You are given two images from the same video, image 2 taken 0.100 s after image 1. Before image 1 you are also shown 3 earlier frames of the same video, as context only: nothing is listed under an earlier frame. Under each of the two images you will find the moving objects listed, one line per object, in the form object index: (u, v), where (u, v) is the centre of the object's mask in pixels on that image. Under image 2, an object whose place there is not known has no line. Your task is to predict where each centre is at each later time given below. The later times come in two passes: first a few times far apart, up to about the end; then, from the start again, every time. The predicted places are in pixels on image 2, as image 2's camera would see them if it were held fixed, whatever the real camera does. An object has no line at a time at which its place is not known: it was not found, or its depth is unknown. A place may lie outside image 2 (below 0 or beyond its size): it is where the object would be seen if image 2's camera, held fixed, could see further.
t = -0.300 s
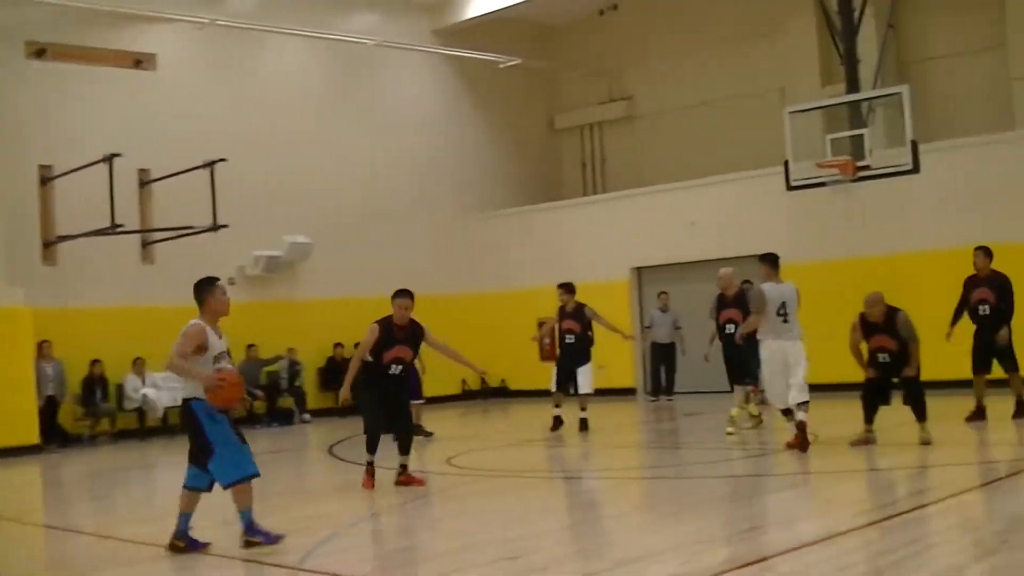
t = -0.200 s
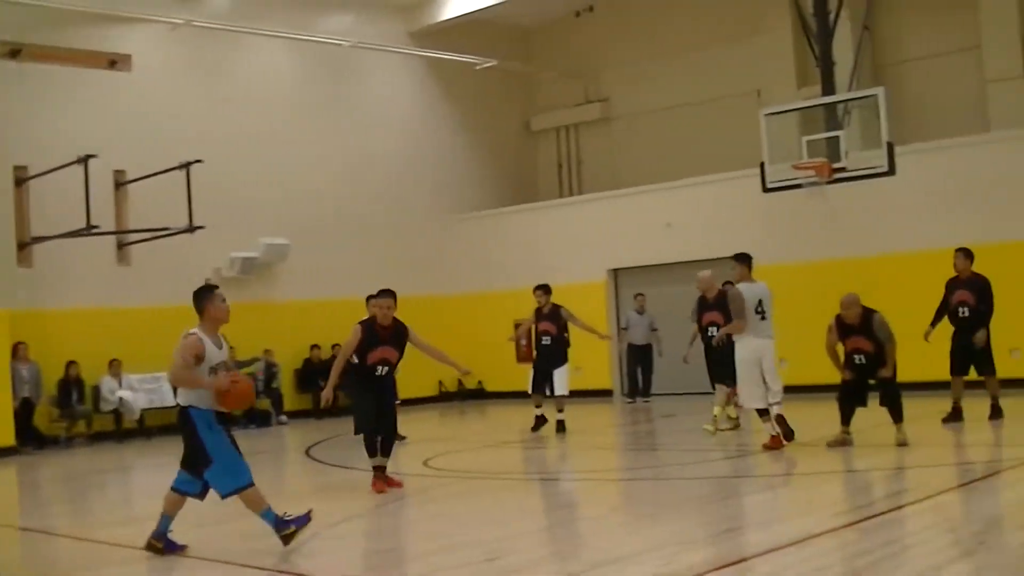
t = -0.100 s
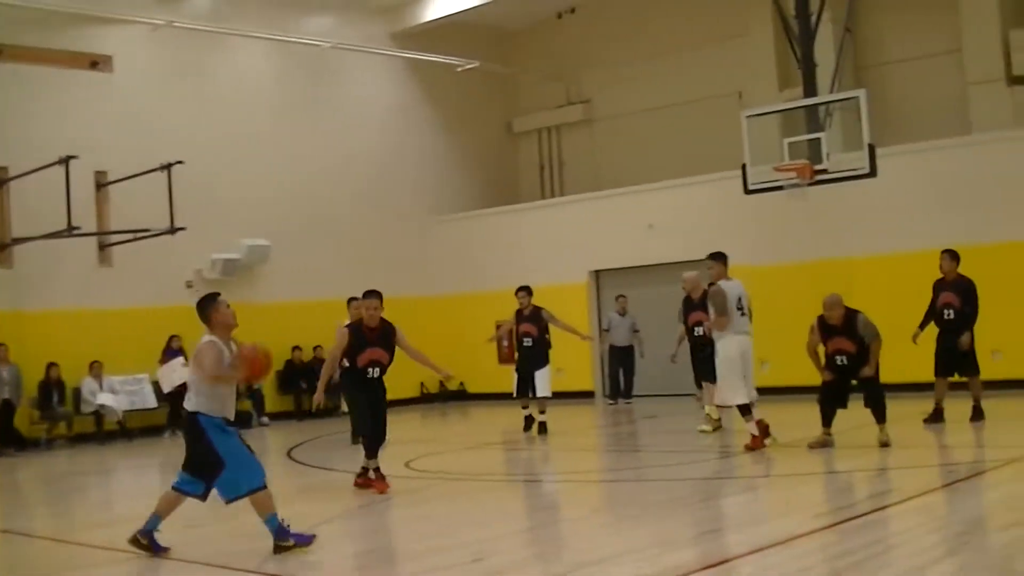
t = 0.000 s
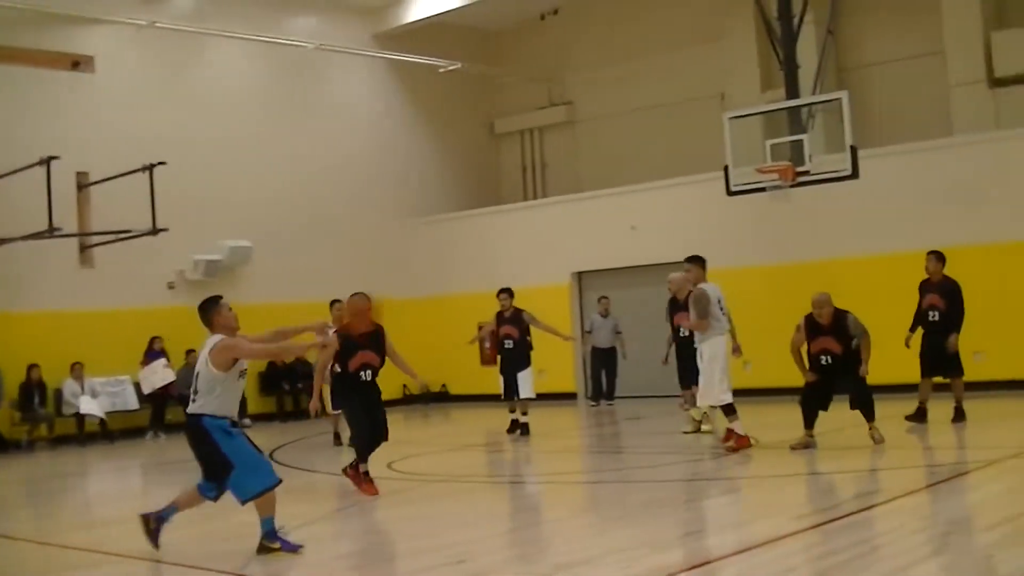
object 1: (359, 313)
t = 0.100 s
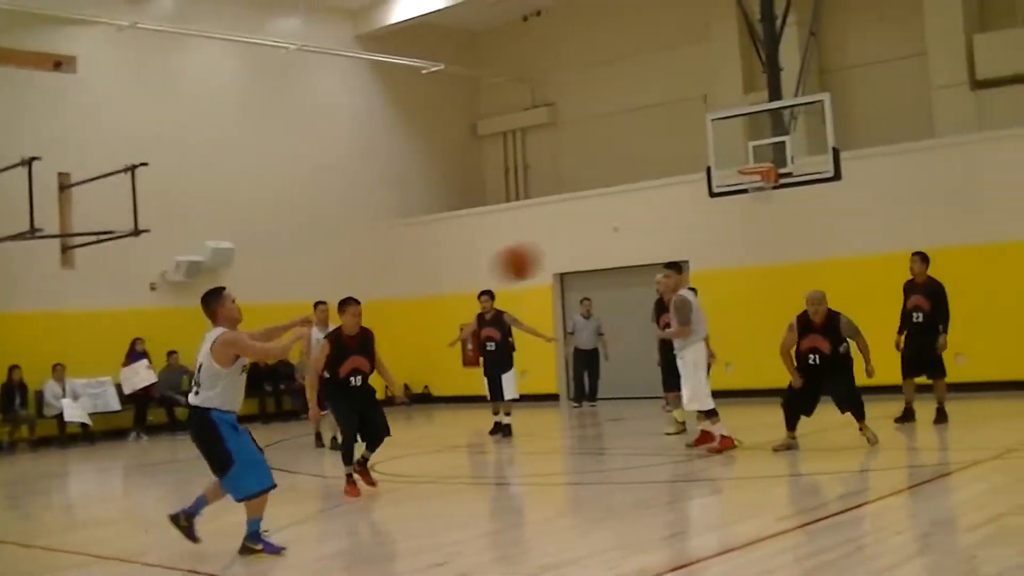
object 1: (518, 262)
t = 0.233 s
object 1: (738, 219)
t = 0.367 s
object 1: (944, 203)
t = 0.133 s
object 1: (575, 248)
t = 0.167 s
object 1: (630, 236)
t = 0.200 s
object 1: (685, 227)
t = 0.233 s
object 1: (738, 219)
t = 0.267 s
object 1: (791, 213)
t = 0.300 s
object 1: (843, 208)
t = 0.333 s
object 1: (894, 206)
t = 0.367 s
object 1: (944, 203)
